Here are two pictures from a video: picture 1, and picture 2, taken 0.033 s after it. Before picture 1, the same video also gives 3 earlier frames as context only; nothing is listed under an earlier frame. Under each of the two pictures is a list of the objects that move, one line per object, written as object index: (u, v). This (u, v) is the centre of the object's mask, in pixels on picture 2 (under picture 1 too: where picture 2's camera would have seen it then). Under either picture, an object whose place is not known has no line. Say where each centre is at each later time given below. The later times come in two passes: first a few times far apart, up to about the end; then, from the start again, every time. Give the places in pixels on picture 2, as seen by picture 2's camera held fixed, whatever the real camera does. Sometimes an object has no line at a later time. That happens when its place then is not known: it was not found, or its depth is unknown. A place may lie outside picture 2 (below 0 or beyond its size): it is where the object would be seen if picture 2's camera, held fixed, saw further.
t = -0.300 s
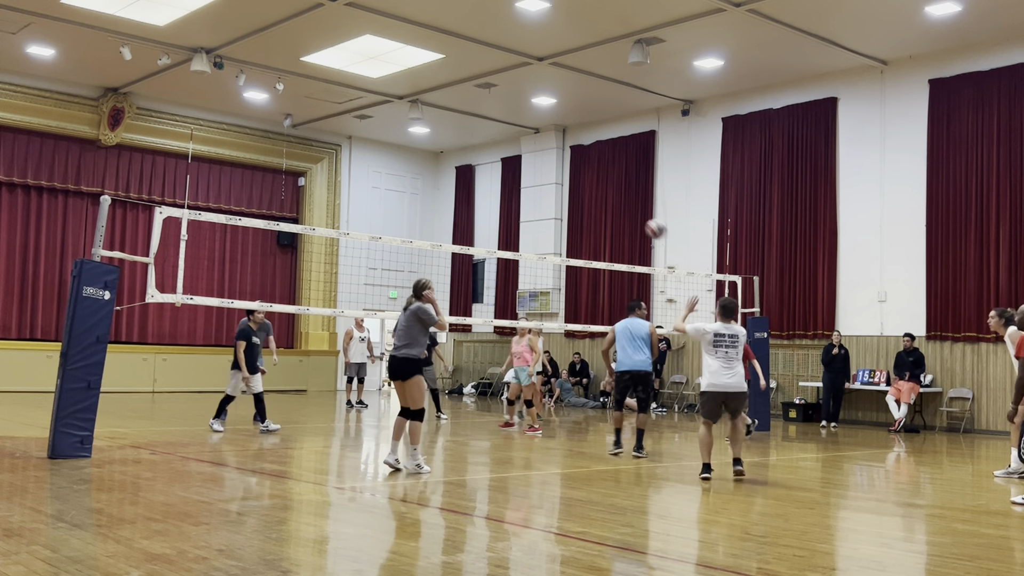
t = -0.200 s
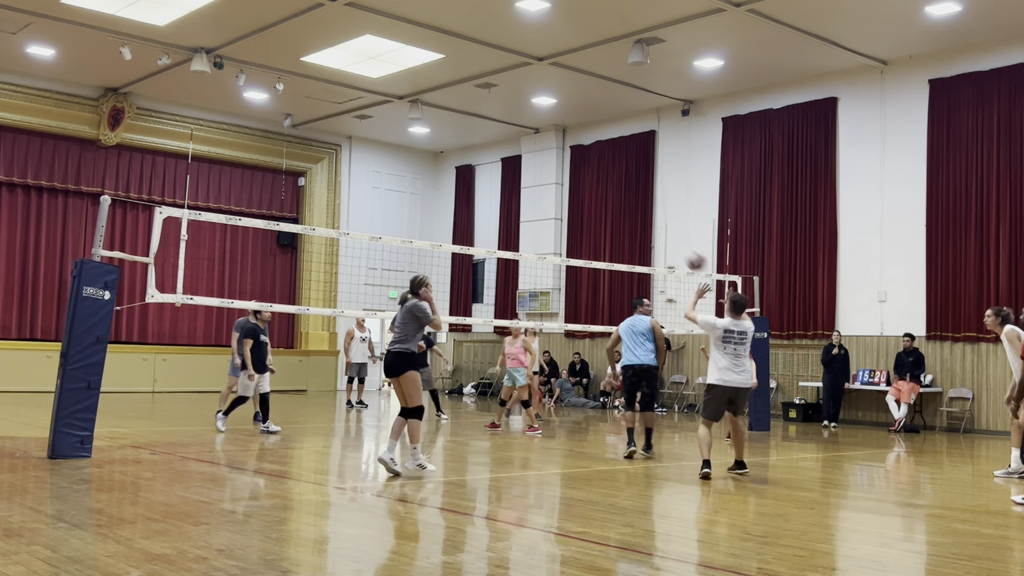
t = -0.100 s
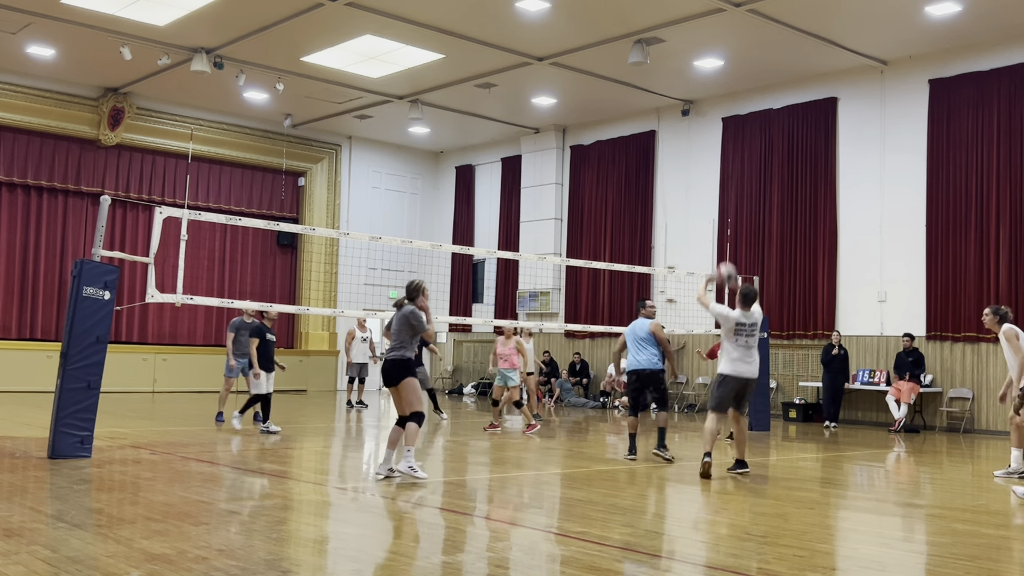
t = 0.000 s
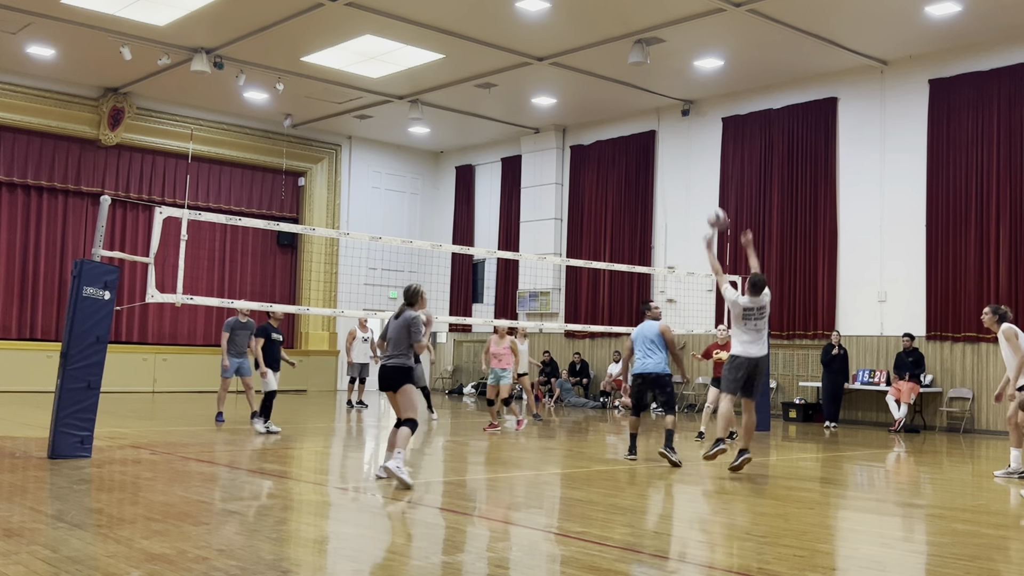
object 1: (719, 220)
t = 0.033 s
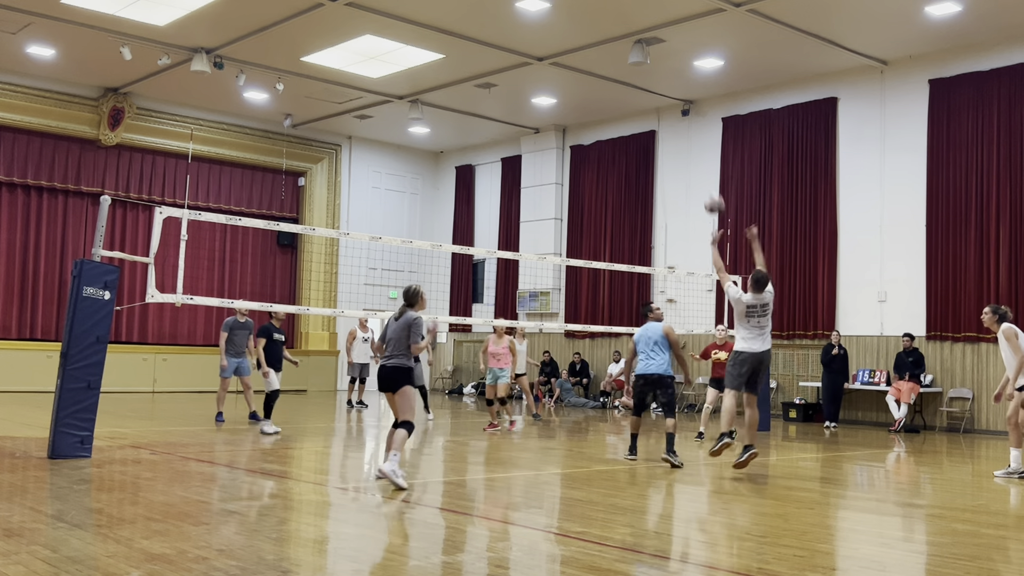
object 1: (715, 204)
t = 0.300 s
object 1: (690, 127)
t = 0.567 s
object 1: (669, 120)
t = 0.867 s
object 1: (646, 175)
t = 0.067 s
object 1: (712, 191)
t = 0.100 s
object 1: (708, 178)
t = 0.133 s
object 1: (705, 166)
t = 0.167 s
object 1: (702, 156)
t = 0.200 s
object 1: (699, 147)
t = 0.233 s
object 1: (697, 139)
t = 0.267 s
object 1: (693, 133)
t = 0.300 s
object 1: (690, 127)
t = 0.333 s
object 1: (688, 123)
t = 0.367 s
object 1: (685, 120)
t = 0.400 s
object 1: (682, 118)
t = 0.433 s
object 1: (680, 117)
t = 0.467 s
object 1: (677, 116)
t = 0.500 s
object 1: (674, 117)
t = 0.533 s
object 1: (672, 118)
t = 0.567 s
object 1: (669, 120)
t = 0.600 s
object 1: (666, 123)
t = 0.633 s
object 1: (664, 127)
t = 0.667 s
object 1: (661, 131)
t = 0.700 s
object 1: (658, 137)
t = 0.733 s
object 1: (656, 143)
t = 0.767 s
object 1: (653, 150)
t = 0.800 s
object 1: (651, 157)
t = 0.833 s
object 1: (648, 166)
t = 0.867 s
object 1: (646, 175)
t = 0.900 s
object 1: (644, 184)
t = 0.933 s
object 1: (642, 194)
